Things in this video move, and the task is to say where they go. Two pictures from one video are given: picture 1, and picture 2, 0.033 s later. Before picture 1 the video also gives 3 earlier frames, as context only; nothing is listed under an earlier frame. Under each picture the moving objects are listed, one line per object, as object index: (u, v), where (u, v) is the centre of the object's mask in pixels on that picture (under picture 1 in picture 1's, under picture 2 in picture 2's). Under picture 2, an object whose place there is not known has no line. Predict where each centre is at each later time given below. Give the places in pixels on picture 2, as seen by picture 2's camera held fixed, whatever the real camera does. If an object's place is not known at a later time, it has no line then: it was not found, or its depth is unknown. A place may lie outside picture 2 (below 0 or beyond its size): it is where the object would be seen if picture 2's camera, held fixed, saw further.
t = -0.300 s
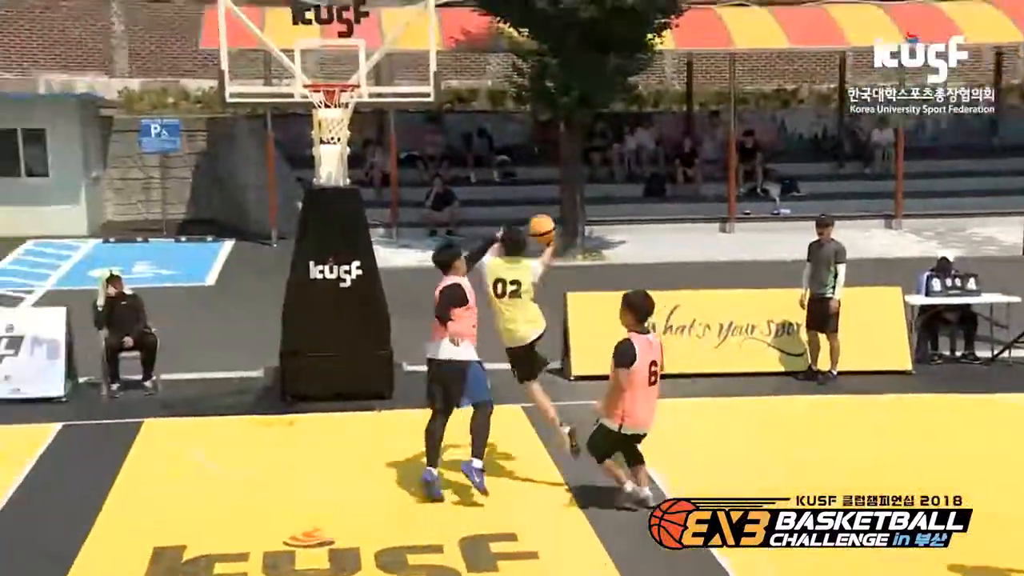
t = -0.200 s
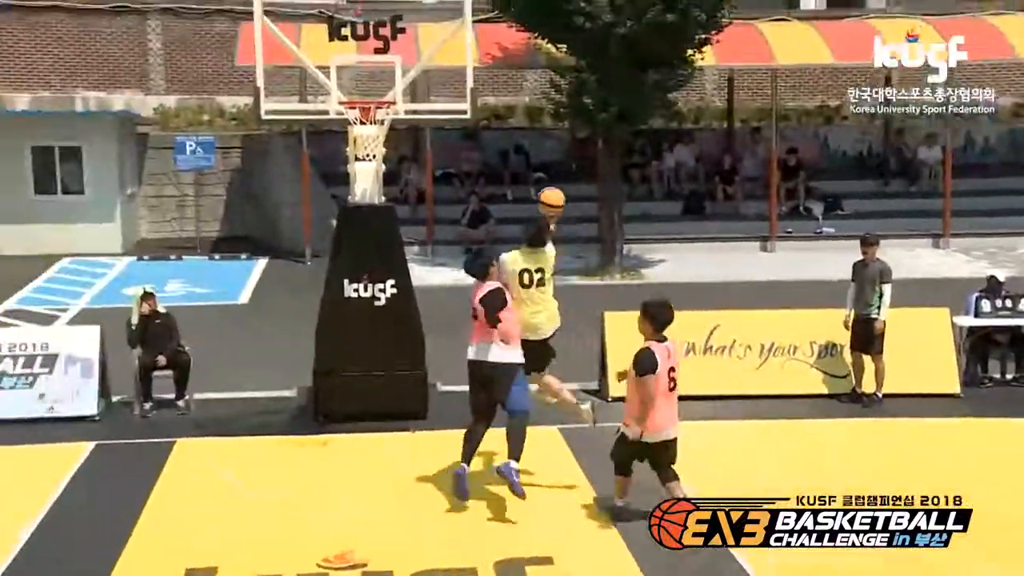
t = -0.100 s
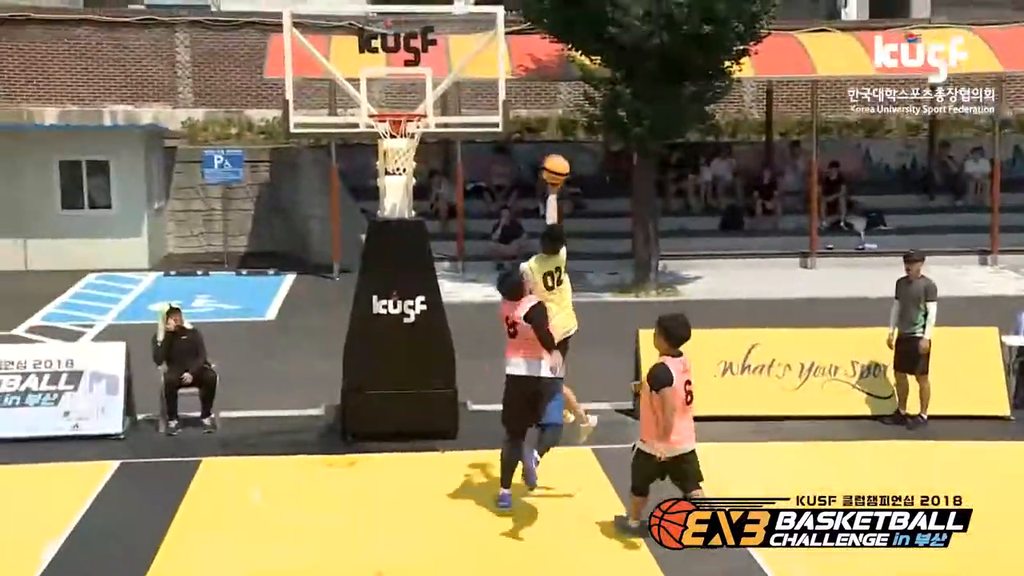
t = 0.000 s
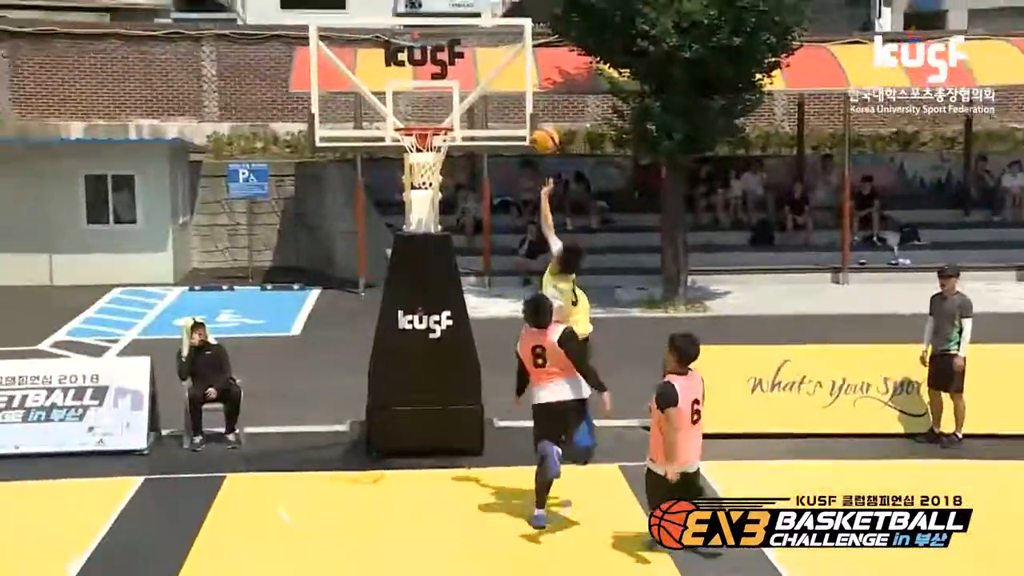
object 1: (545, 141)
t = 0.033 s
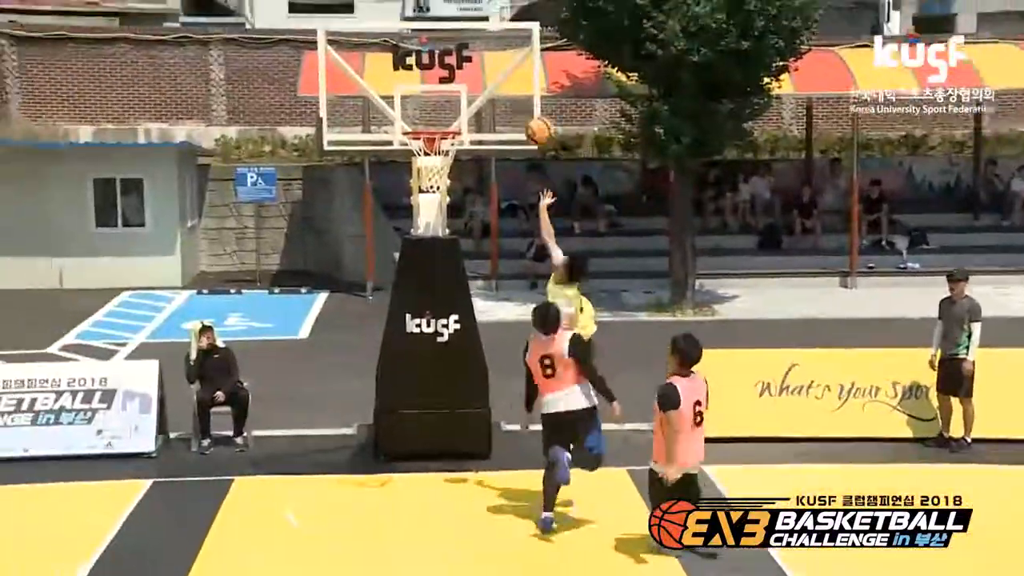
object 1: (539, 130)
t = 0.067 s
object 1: (527, 120)
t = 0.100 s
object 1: (516, 110)
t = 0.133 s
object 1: (501, 106)
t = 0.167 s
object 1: (488, 101)
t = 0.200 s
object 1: (475, 94)
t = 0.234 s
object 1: (463, 92)
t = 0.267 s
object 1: (450, 88)
